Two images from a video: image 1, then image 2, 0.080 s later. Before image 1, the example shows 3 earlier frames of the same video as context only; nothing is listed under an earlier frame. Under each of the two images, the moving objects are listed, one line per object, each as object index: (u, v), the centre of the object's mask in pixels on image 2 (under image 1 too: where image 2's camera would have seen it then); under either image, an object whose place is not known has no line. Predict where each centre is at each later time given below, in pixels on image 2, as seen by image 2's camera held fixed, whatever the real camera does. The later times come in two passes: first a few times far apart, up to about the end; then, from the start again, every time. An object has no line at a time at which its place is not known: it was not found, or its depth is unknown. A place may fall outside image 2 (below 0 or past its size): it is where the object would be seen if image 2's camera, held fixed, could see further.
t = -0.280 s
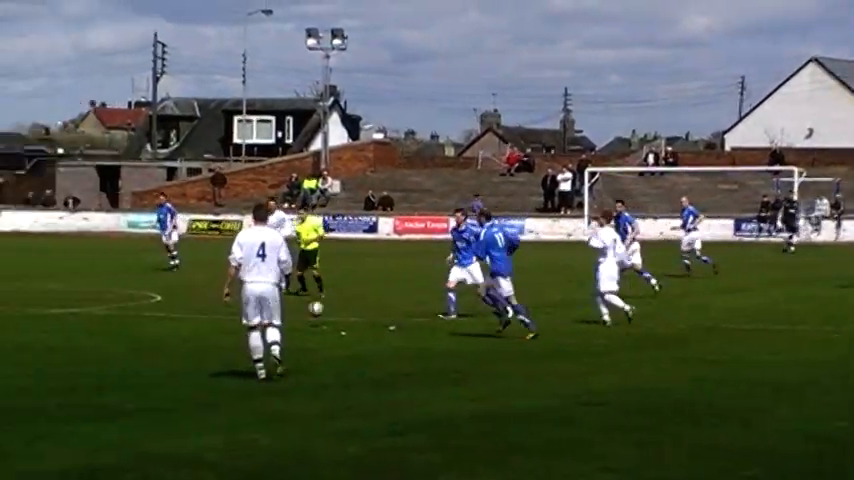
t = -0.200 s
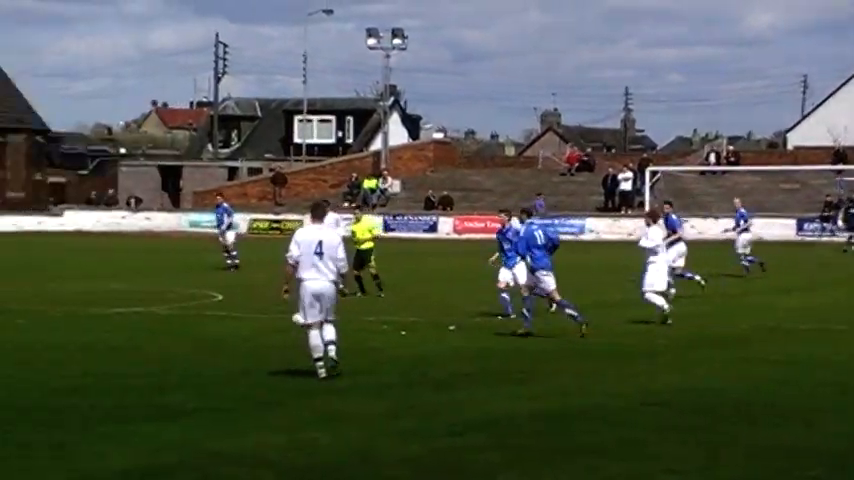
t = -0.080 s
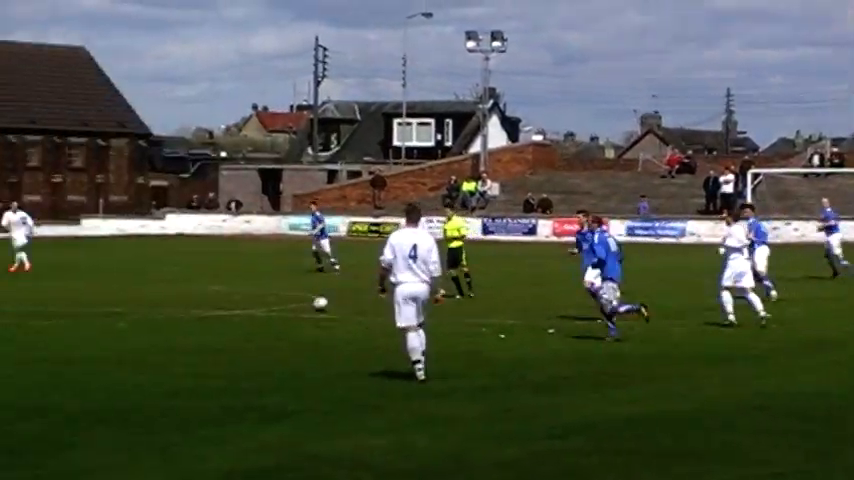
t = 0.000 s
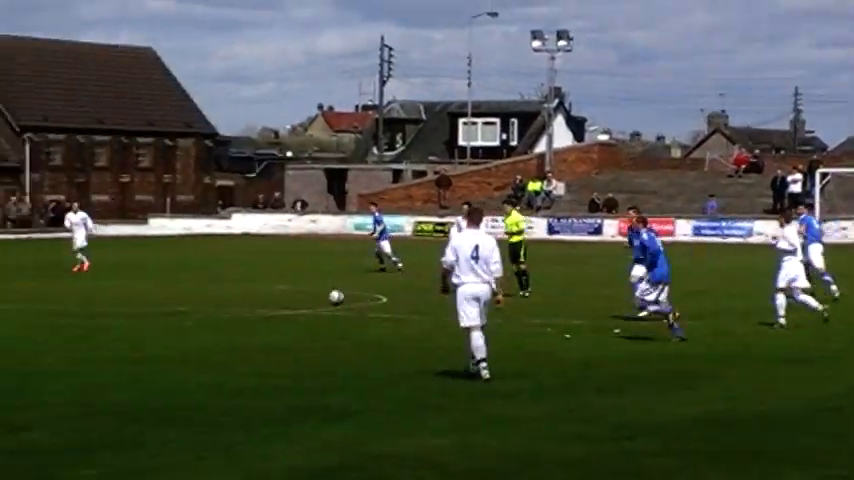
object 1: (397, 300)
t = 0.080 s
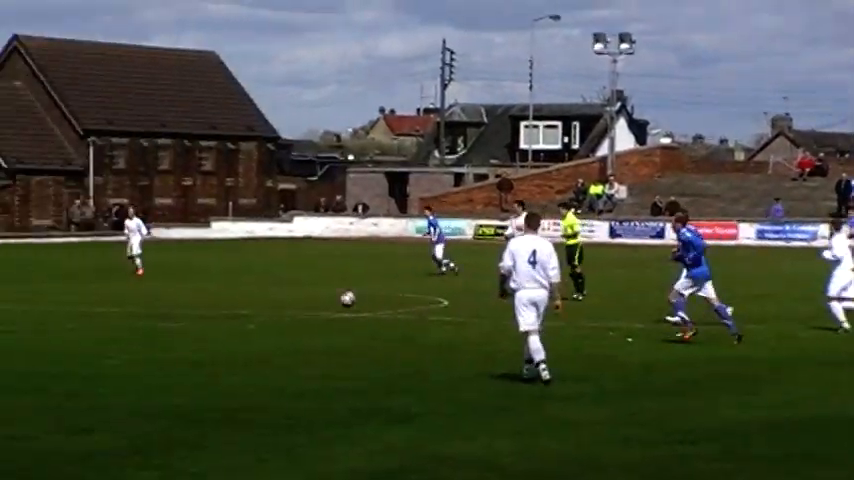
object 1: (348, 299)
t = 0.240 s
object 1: (251, 312)
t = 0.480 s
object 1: (108, 322)
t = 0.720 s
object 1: (-33, 329)
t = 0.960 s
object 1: (-170, 332)
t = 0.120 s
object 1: (323, 301)
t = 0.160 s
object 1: (299, 303)
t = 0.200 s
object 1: (275, 307)
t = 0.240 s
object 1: (251, 312)
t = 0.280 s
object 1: (228, 318)
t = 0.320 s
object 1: (205, 326)
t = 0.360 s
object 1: (181, 326)
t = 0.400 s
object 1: (157, 323)
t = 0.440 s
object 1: (131, 322)
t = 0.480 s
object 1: (108, 322)
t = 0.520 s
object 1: (83, 323)
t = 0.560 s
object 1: (60, 326)
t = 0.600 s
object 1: (36, 328)
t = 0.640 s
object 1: (13, 328)
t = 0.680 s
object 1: (-11, 328)
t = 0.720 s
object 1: (-33, 329)
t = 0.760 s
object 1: (-56, 330)
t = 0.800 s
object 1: (-79, 330)
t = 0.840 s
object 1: (-102, 330)
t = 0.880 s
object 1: (-125, 331)
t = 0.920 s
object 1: (-147, 332)
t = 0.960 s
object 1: (-170, 332)
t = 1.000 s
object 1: (-193, 332)
